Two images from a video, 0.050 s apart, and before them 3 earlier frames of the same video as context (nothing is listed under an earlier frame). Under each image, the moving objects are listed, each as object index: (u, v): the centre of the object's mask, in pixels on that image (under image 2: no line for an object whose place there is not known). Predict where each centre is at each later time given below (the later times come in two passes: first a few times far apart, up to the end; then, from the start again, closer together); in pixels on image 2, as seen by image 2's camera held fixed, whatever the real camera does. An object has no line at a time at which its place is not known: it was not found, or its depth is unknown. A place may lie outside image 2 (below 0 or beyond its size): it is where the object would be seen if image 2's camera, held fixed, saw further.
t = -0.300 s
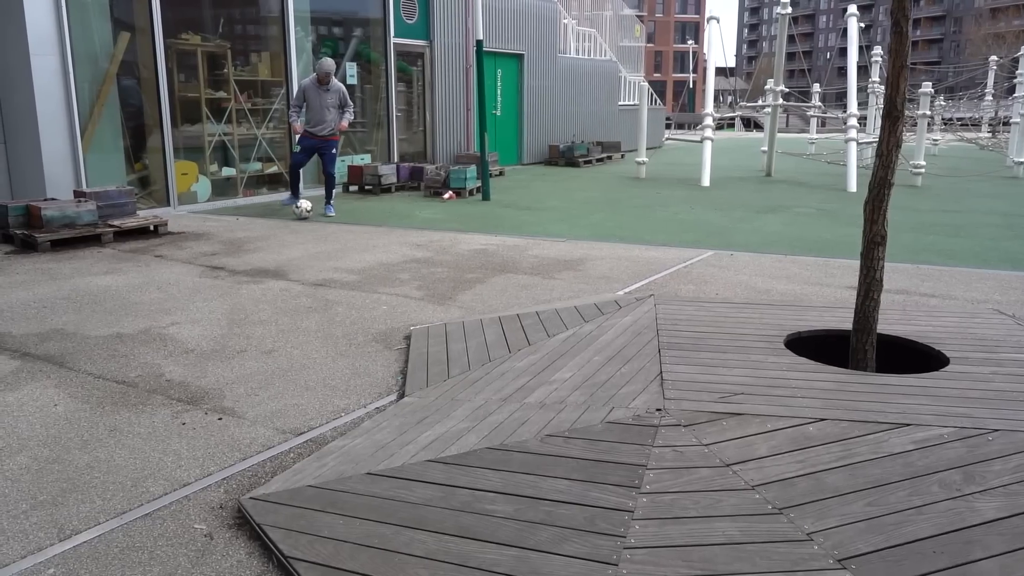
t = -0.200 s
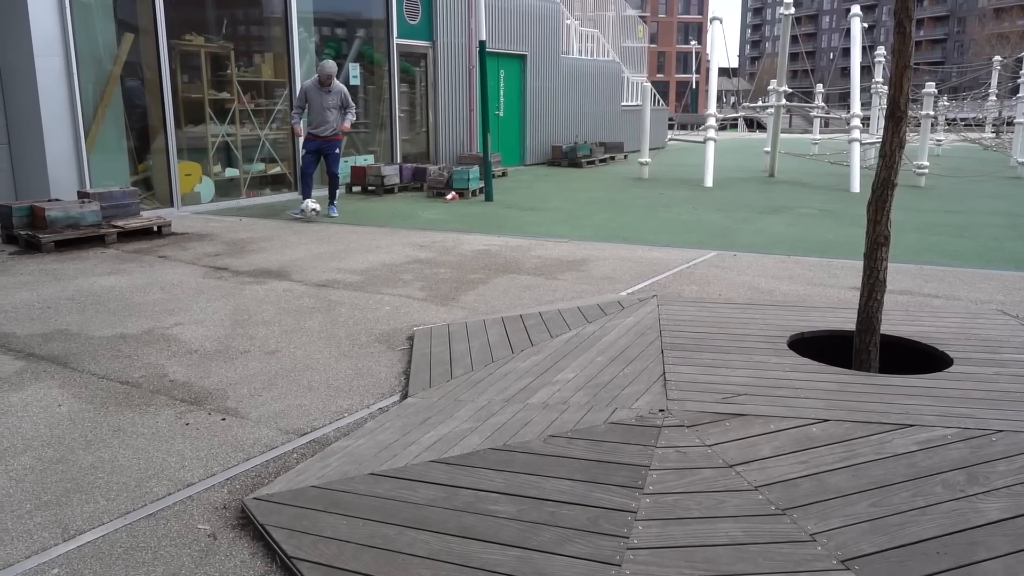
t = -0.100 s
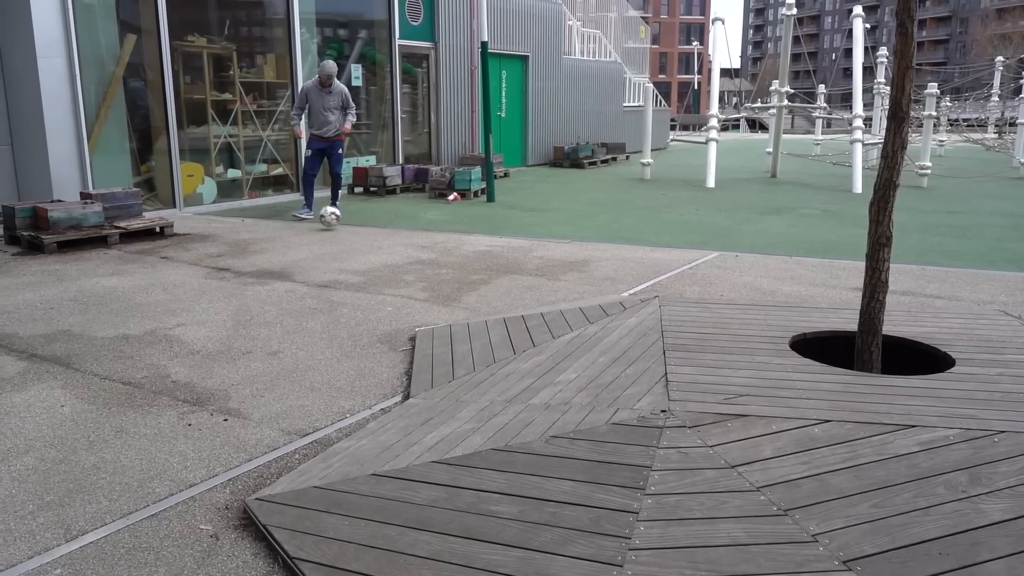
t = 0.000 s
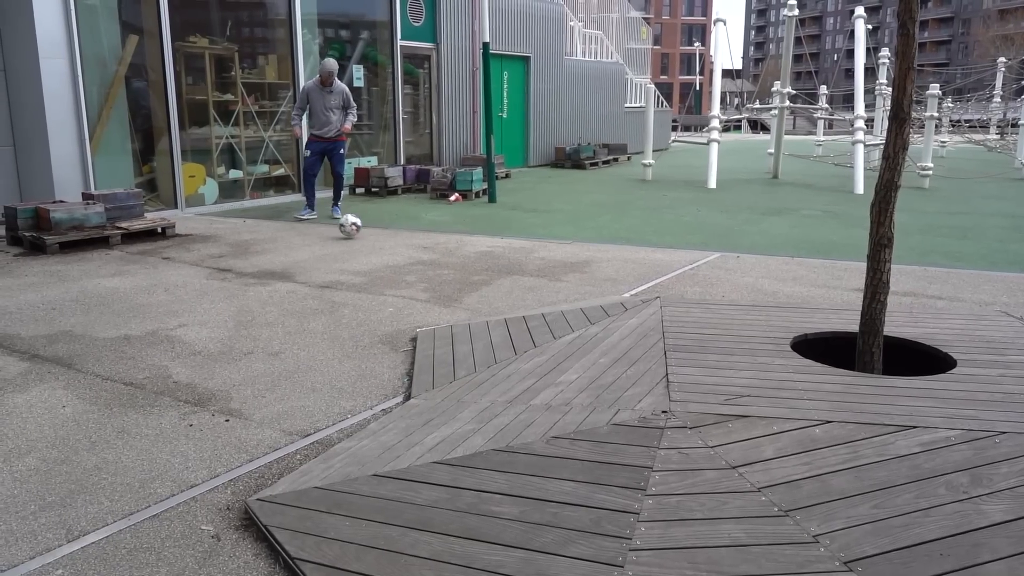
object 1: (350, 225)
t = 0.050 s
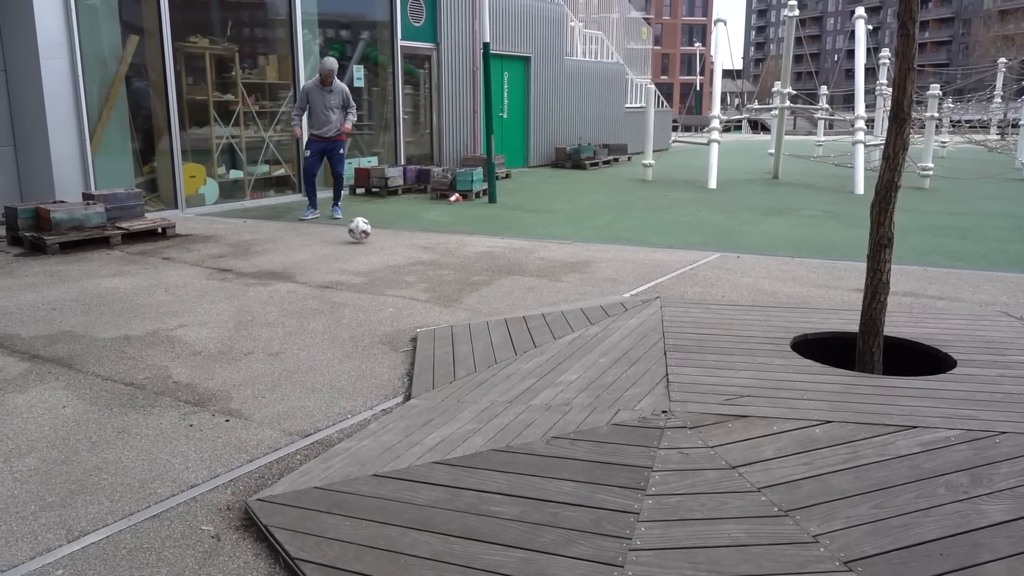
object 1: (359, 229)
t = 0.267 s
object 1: (397, 245)
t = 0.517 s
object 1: (440, 263)
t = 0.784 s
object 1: (497, 284)
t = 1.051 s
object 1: (546, 255)
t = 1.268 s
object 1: (576, 252)
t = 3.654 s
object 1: (836, 474)
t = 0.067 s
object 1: (361, 230)
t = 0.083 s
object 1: (365, 233)
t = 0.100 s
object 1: (369, 235)
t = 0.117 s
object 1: (371, 237)
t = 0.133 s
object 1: (374, 237)
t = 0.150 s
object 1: (378, 237)
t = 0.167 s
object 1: (379, 237)
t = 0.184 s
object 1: (383, 238)
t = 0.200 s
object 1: (386, 239)
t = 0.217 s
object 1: (387, 240)
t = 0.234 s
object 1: (391, 242)
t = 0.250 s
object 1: (395, 244)
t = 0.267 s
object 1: (397, 245)
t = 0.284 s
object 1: (400, 248)
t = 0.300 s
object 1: (403, 248)
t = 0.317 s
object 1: (405, 249)
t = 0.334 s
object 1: (408, 250)
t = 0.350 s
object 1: (411, 251)
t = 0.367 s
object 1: (413, 252)
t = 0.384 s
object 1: (417, 254)
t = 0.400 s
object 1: (420, 255)
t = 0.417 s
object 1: (421, 255)
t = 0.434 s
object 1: (425, 256)
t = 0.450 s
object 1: (428, 257)
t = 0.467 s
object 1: (430, 258)
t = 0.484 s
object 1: (434, 261)
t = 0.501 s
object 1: (437, 263)
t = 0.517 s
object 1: (440, 263)
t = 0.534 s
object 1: (444, 263)
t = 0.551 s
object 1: (448, 265)
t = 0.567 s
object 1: (450, 266)
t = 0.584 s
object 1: (454, 268)
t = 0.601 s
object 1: (457, 270)
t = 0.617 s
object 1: (459, 270)
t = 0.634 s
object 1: (464, 271)
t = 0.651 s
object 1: (468, 273)
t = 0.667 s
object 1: (470, 273)
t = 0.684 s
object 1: (474, 275)
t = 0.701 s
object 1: (478, 278)
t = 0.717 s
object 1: (481, 279)
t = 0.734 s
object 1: (485, 280)
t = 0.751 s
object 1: (490, 281)
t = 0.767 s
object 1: (492, 282)
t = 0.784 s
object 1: (497, 284)
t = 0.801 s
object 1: (501, 287)
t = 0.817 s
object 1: (504, 288)
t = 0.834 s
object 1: (509, 288)
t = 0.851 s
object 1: (514, 289)
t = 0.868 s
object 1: (516, 290)
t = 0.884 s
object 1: (521, 291)
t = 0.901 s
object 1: (526, 293)
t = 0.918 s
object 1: (529, 294)
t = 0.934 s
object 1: (531, 287)
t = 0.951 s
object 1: (534, 280)
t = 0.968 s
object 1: (535, 277)
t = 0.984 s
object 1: (537, 271)
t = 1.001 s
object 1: (540, 266)
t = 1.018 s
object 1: (541, 264)
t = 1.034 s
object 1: (543, 259)
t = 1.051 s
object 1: (546, 255)
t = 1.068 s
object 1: (547, 254)
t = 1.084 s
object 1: (550, 251)
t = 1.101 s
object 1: (552, 249)
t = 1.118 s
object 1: (554, 248)
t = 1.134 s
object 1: (556, 246)
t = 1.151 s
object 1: (559, 245)
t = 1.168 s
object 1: (560, 245)
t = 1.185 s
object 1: (564, 245)
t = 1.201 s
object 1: (566, 246)
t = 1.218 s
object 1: (568, 246)
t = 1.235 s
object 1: (571, 248)
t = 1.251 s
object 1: (574, 251)
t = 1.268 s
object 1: (576, 252)
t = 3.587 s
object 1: (823, 449)
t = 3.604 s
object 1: (826, 456)
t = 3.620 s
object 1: (828, 458)
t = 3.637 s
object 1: (833, 466)
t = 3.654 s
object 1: (836, 474)
